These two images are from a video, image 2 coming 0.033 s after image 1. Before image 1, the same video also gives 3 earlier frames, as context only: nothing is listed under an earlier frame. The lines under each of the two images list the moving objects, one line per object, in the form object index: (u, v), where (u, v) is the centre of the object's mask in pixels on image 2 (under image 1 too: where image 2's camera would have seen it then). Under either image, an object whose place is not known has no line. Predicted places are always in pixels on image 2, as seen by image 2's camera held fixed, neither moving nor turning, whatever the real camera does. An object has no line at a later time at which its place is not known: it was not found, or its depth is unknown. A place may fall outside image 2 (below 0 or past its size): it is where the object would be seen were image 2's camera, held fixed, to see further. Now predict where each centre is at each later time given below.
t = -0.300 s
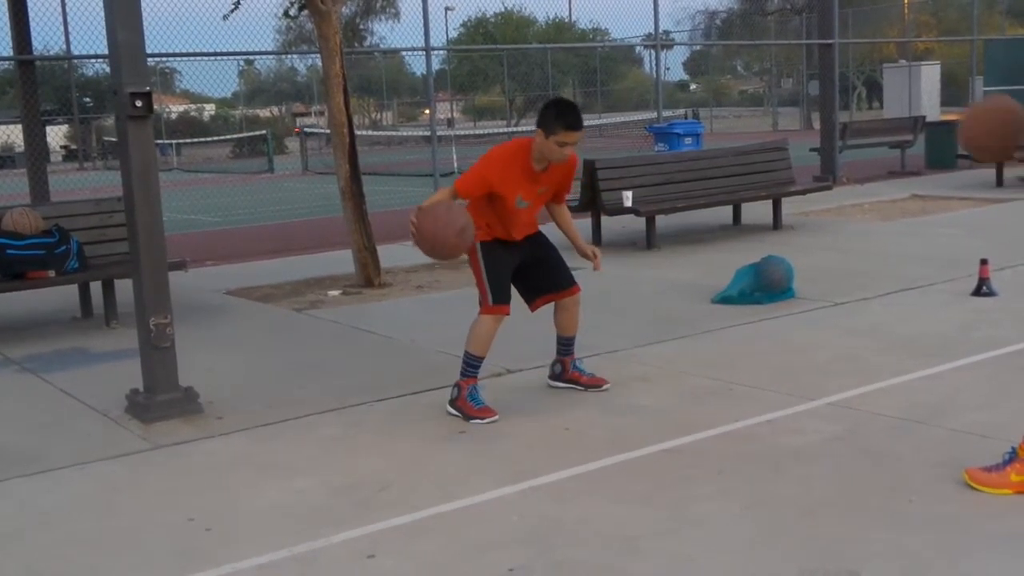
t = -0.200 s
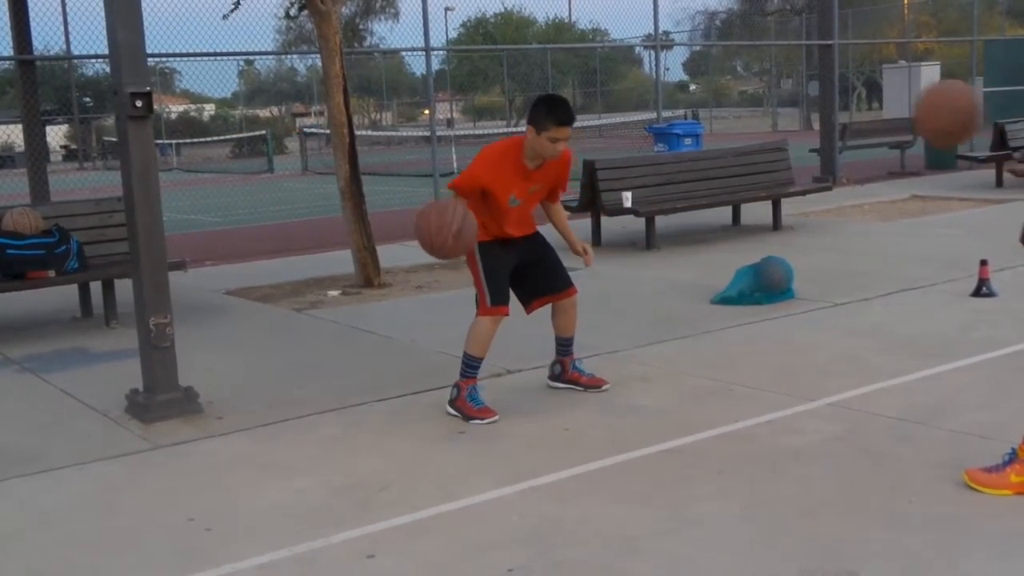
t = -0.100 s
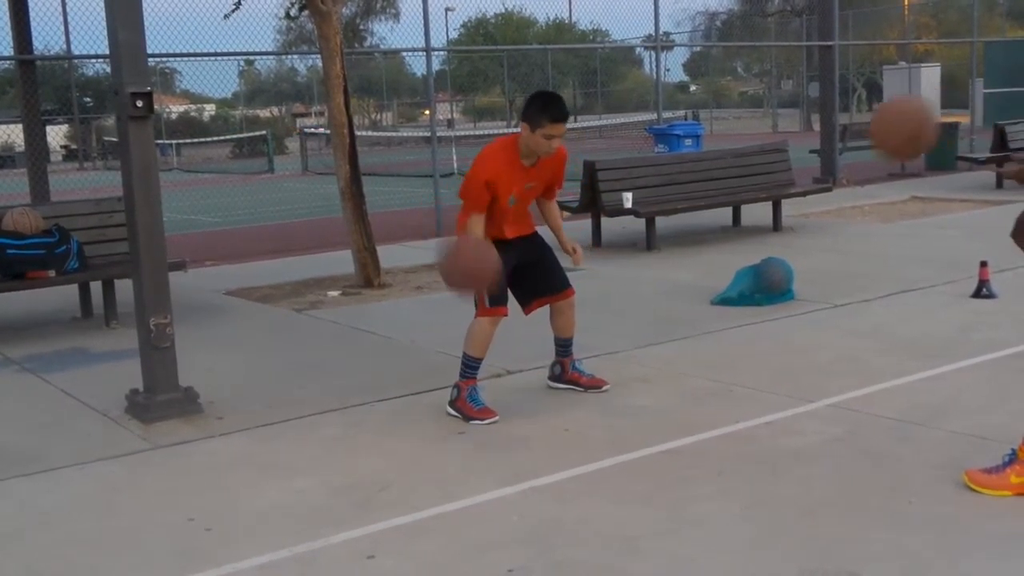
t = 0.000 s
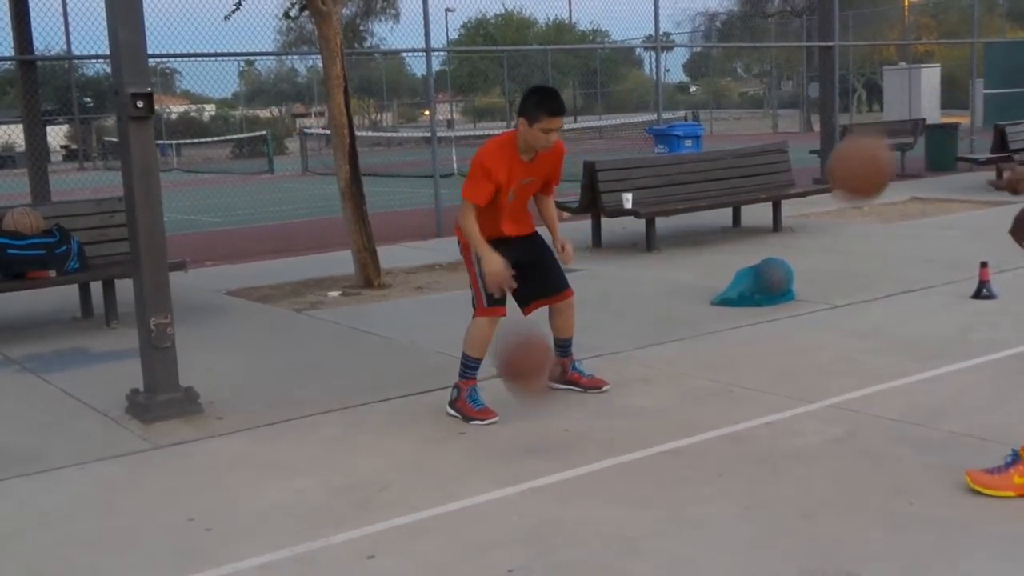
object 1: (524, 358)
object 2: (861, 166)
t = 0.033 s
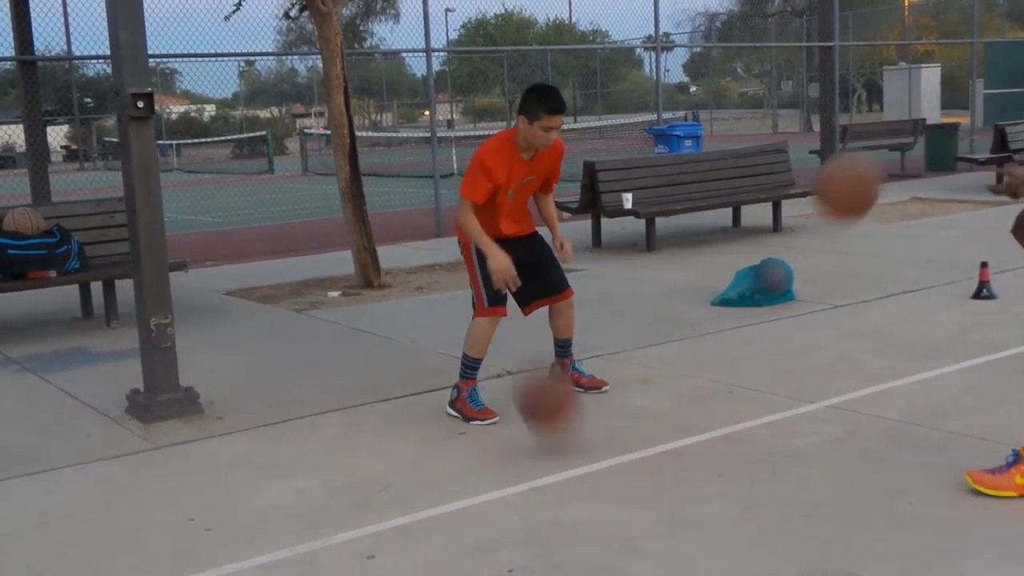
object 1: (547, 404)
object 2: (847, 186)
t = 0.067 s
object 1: (564, 424)
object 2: (833, 208)
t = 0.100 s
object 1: (576, 397)
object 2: (819, 233)
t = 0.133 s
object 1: (588, 369)
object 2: (806, 261)
